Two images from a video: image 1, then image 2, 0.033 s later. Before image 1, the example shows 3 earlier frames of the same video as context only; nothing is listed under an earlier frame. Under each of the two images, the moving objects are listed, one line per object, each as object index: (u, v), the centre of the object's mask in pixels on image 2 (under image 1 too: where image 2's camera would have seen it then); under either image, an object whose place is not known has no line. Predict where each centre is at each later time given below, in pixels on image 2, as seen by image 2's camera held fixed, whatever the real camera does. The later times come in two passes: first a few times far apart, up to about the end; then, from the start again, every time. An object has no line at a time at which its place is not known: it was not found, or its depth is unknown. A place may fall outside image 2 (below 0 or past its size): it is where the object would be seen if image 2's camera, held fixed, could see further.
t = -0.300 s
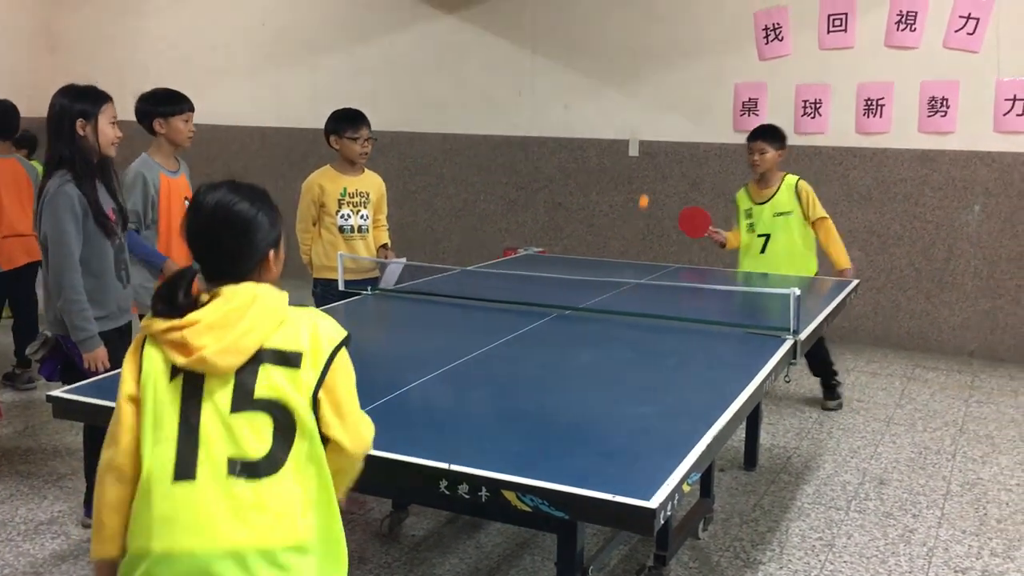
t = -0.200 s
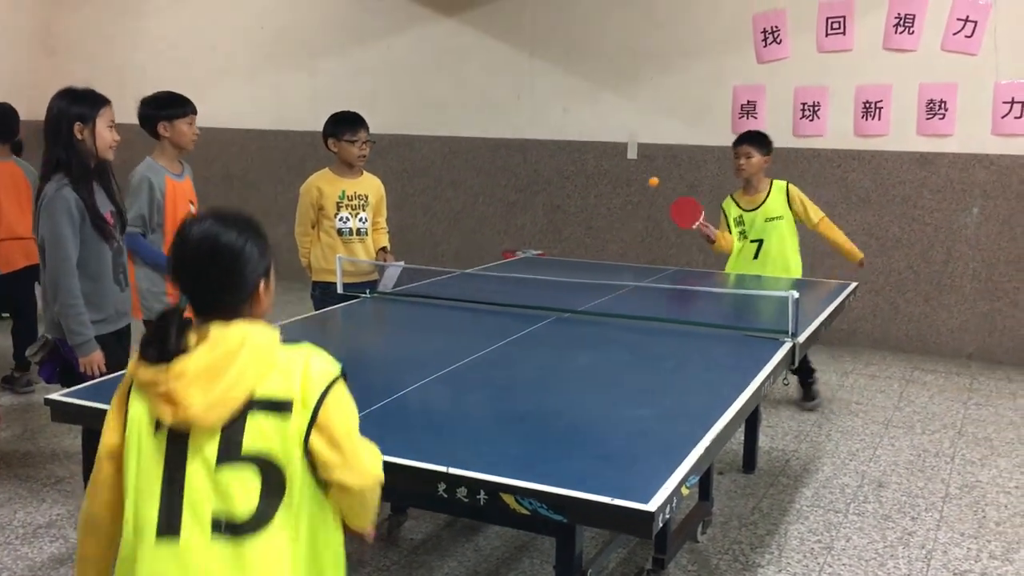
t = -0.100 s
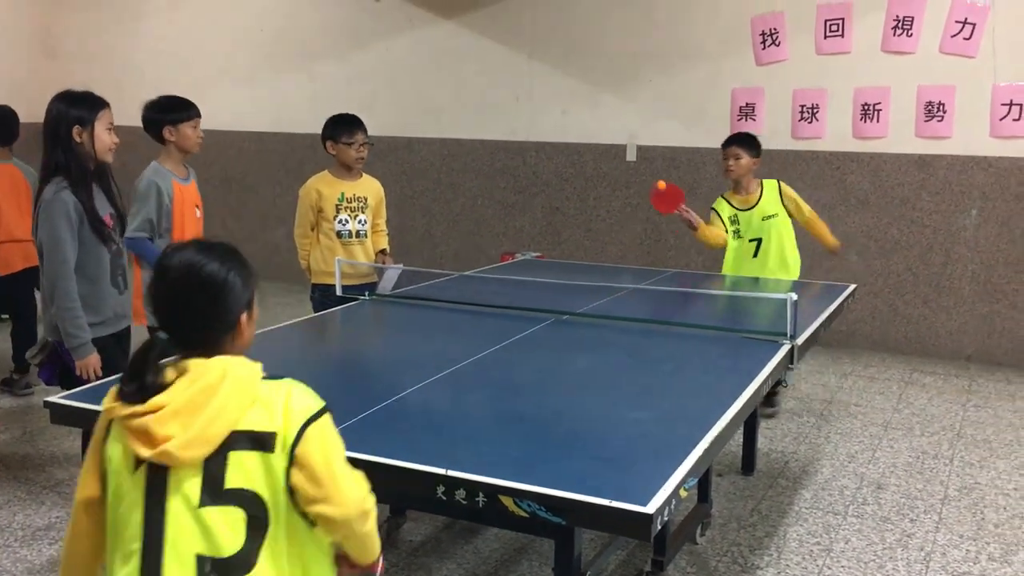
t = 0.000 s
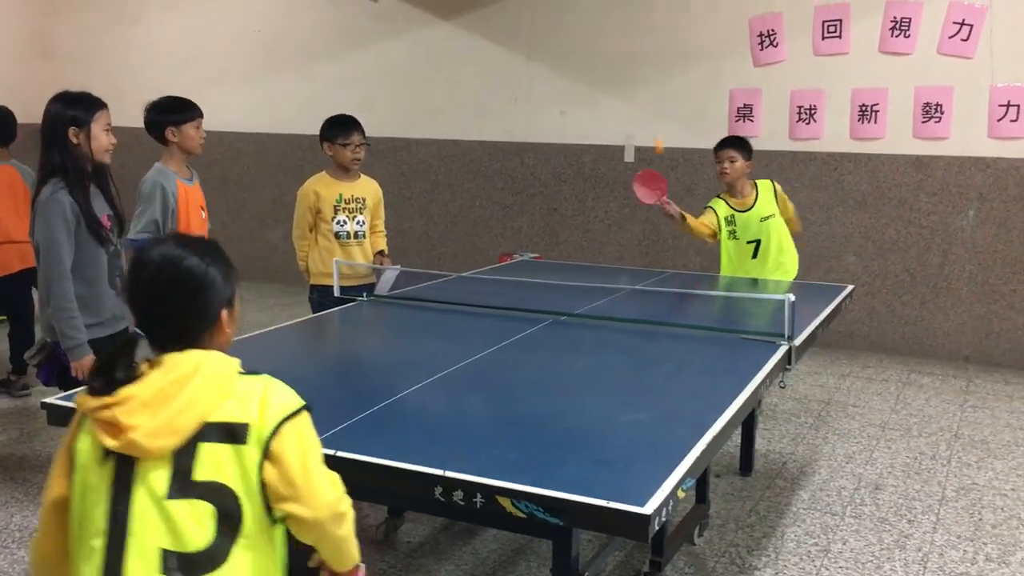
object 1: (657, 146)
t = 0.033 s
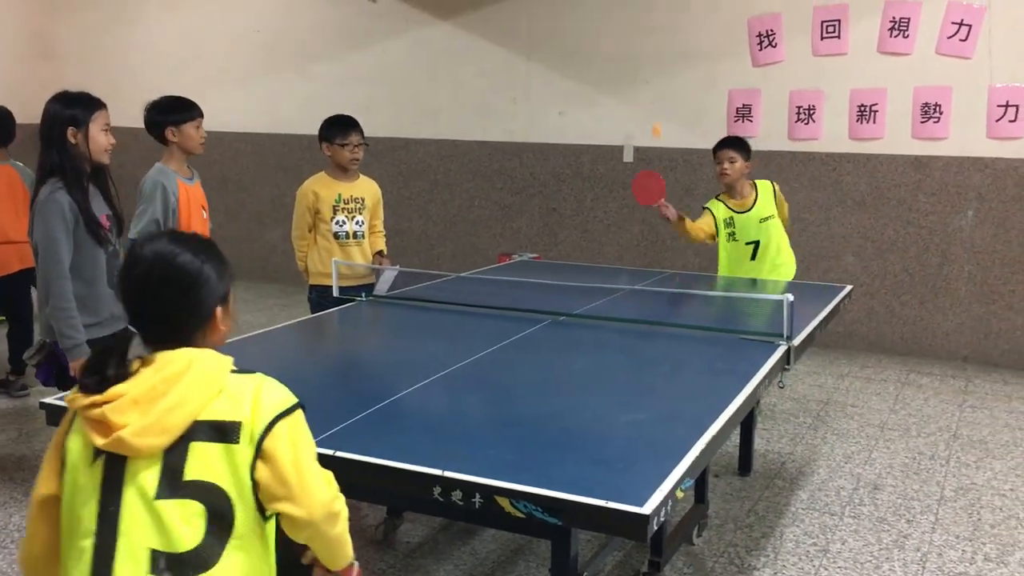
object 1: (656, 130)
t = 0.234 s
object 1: (656, 82)
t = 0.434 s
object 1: (663, 154)
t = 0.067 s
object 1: (655, 116)
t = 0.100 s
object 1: (655, 104)
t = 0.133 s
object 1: (655, 95)
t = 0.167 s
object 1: (655, 88)
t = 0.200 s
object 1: (655, 84)
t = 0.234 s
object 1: (656, 82)
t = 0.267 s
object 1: (656, 84)
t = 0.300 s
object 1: (657, 89)
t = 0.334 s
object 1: (658, 98)
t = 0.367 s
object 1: (660, 111)
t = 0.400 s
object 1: (662, 129)
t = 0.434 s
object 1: (663, 154)
